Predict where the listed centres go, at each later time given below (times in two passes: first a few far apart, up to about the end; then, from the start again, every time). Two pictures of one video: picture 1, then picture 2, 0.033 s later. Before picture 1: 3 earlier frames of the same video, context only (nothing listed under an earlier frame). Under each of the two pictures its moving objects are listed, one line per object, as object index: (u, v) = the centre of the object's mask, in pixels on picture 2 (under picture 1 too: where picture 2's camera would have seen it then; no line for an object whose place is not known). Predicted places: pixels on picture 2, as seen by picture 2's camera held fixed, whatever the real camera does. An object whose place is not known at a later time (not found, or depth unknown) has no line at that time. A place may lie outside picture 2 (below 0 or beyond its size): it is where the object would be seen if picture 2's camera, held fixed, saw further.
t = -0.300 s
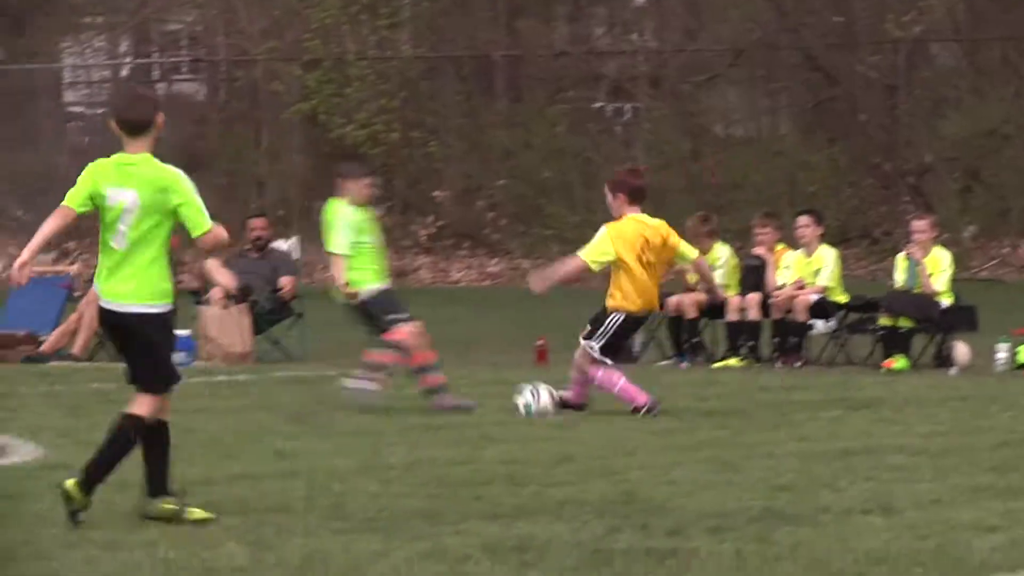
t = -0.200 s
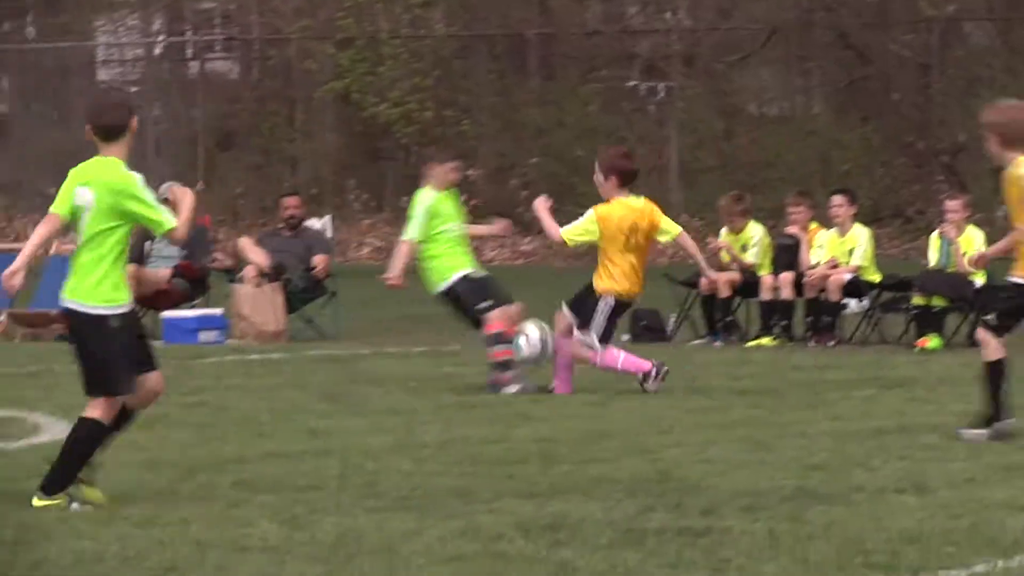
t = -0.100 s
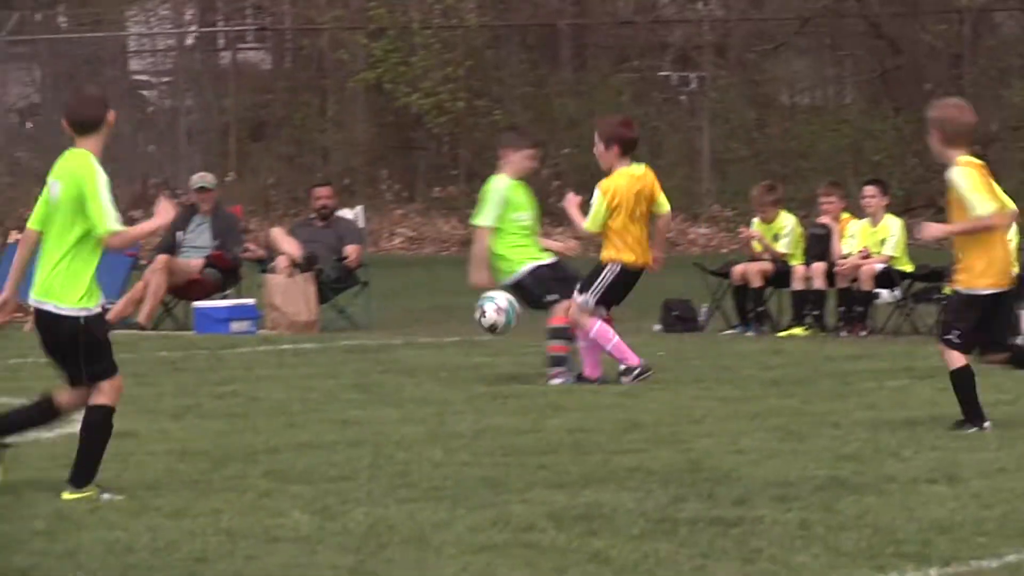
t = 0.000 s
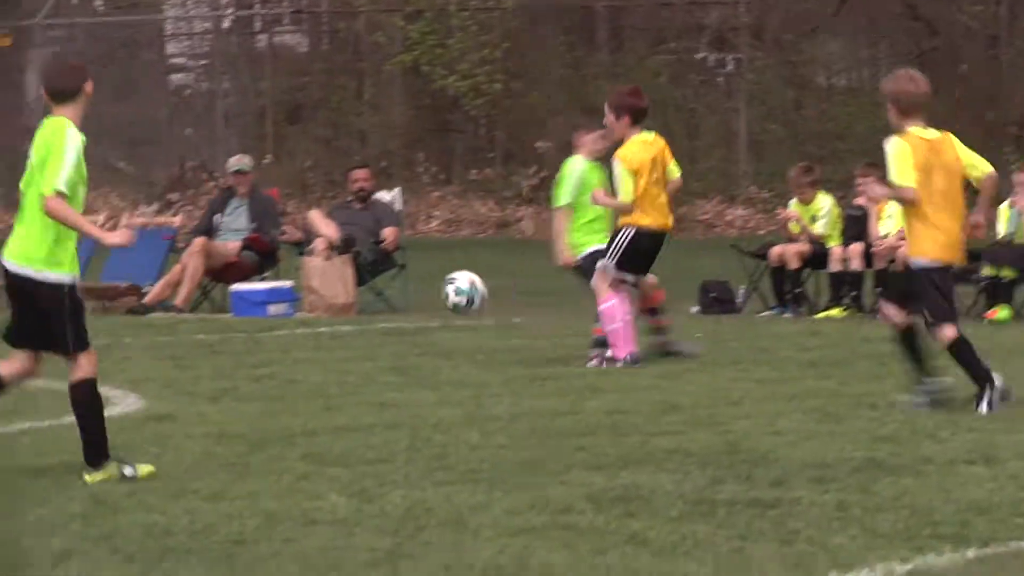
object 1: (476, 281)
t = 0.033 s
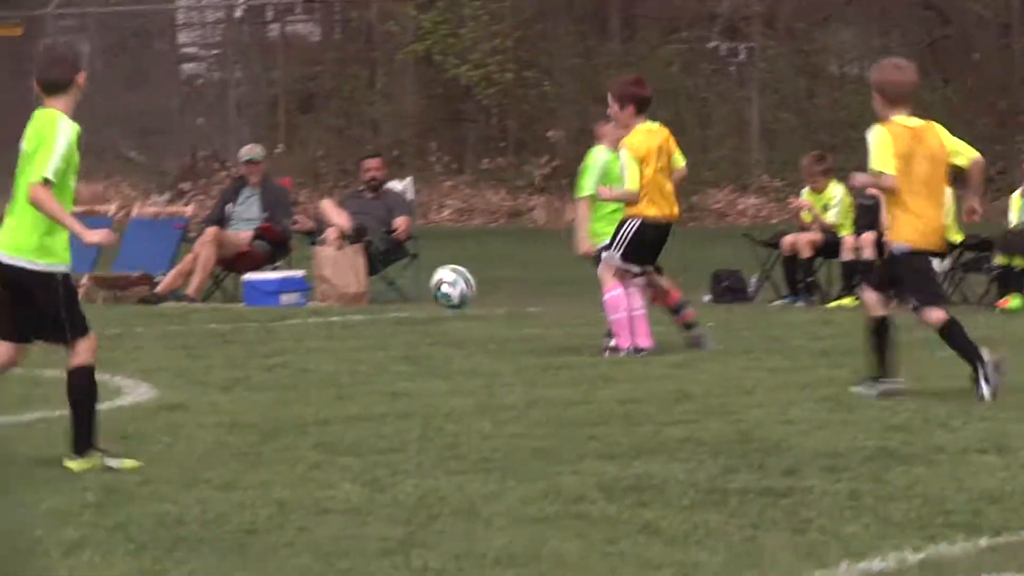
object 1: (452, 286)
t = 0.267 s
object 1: (298, 333)
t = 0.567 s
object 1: (129, 345)
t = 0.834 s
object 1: (-6, 345)
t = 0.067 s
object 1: (430, 292)
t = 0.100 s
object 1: (407, 302)
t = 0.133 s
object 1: (386, 313)
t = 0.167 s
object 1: (362, 326)
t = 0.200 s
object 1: (340, 340)
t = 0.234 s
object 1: (317, 341)
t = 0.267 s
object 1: (298, 333)
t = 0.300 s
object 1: (279, 326)
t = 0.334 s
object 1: (260, 320)
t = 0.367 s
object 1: (242, 317)
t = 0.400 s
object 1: (223, 316)
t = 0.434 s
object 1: (203, 319)
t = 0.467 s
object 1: (184, 323)
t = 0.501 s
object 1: (165, 330)
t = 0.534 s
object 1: (147, 338)
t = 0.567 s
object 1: (129, 345)
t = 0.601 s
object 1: (110, 342)
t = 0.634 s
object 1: (93, 339)
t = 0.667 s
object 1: (75, 334)
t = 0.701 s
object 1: (57, 333)
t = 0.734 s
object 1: (41, 334)
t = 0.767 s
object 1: (29, 337)
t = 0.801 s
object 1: (13, 341)
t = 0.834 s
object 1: (-6, 345)
